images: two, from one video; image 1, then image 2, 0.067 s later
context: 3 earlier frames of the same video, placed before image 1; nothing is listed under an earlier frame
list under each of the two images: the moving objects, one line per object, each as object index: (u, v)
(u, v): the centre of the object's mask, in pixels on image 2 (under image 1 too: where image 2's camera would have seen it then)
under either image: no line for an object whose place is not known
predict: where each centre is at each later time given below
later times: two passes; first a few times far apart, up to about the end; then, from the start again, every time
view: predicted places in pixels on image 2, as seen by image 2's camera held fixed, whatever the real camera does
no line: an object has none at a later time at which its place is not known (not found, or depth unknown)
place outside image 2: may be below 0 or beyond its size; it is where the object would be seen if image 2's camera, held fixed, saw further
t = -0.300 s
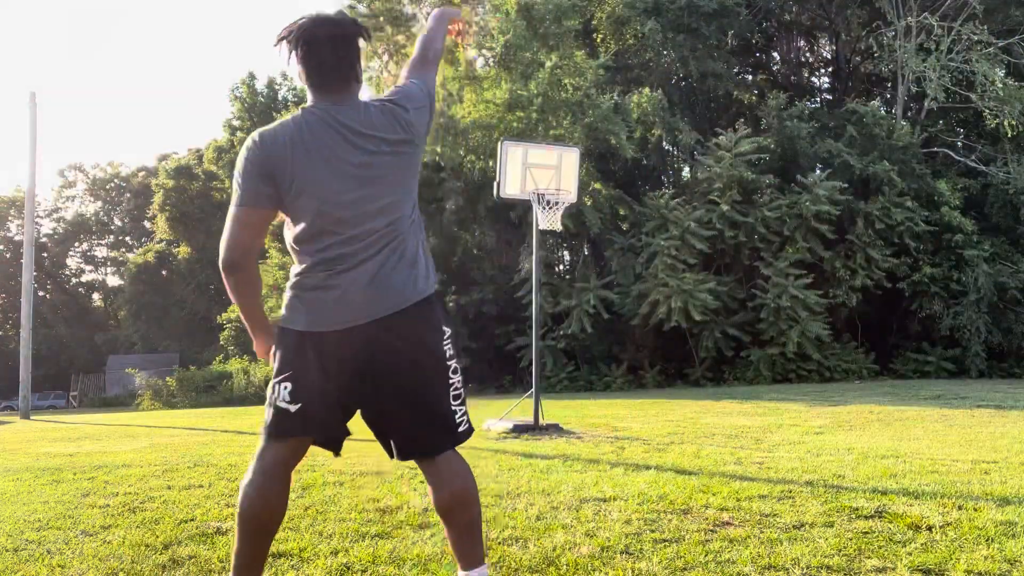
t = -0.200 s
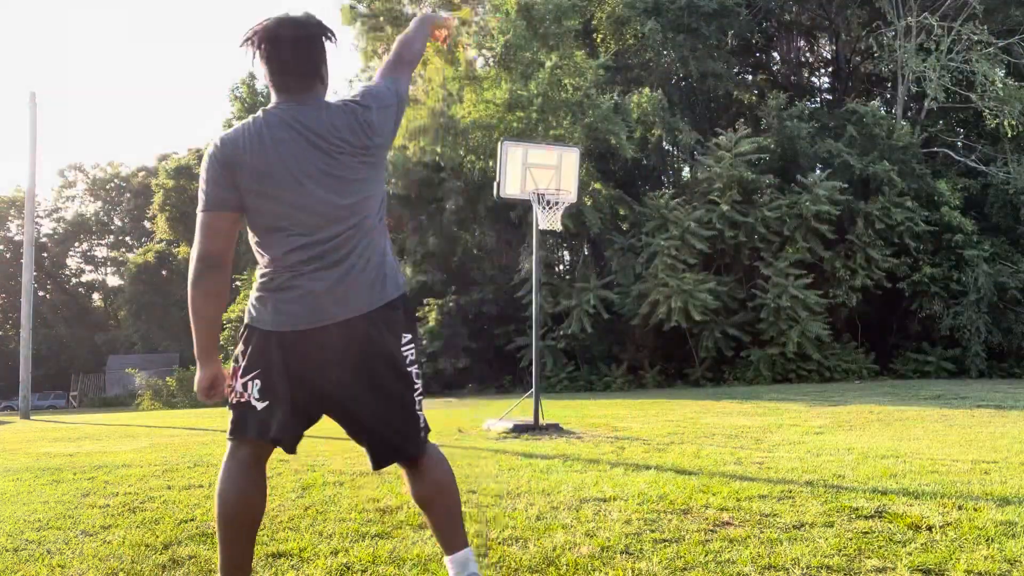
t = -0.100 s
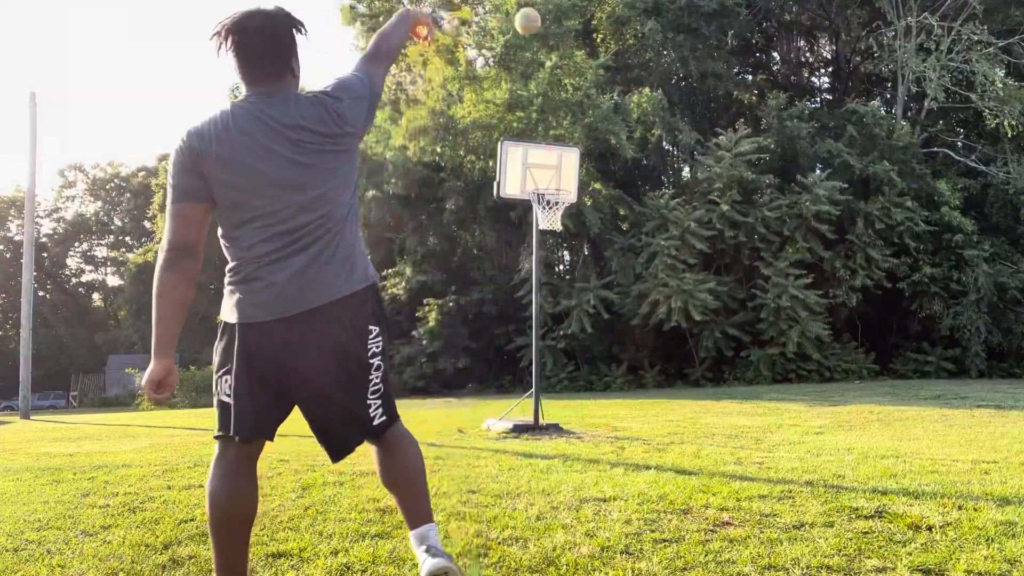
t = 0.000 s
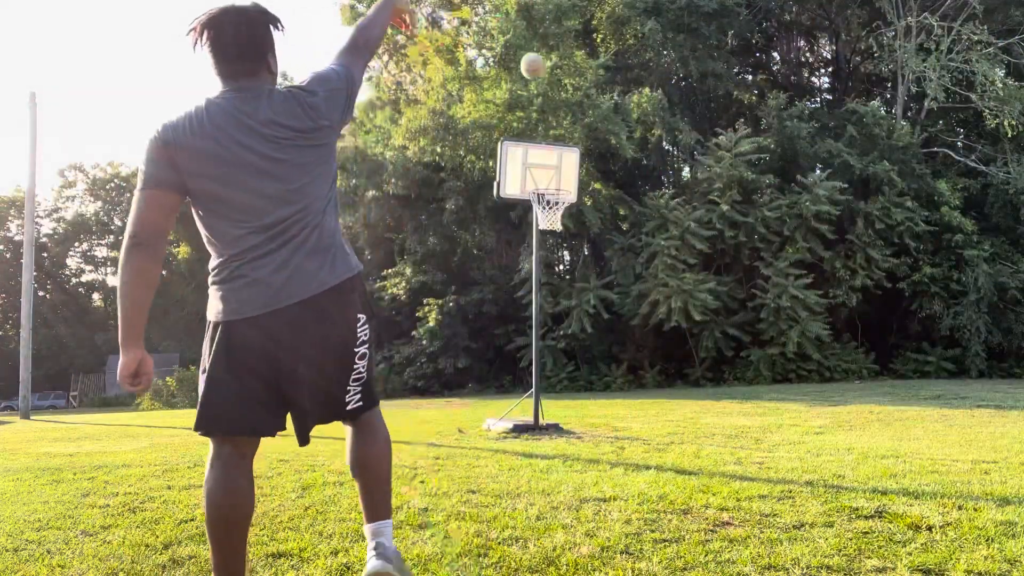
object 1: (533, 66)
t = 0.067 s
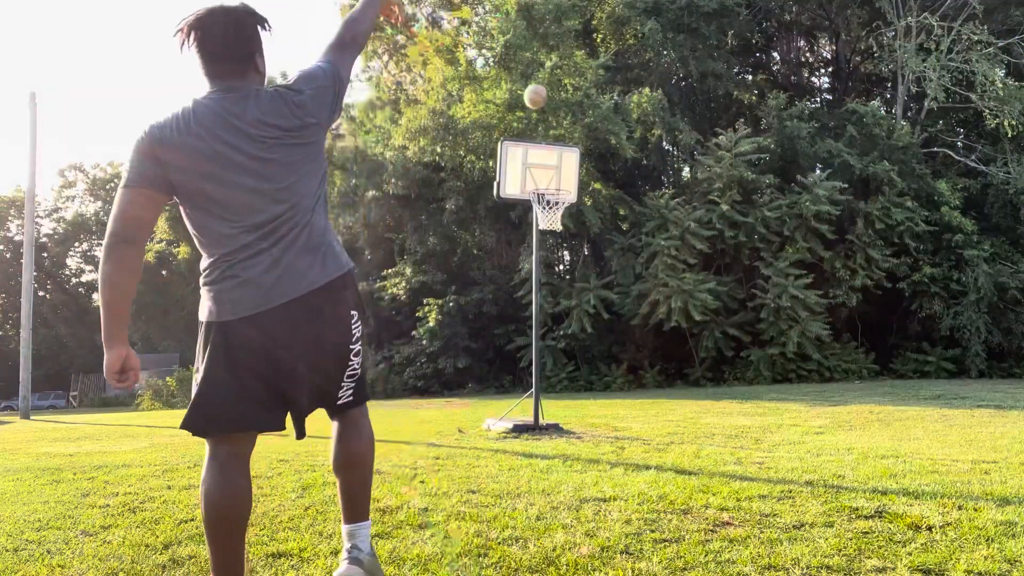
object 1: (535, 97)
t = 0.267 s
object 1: (545, 197)
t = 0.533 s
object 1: (558, 243)
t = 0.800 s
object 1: (574, 328)
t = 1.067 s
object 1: (589, 403)
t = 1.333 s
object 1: (604, 347)
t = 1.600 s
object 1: (623, 350)
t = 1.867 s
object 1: (648, 415)
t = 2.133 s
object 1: (670, 392)
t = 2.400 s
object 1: (696, 409)
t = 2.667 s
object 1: (724, 417)
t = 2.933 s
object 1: (756, 432)
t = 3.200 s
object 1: (788, 435)
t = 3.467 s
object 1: (815, 435)
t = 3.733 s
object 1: (836, 437)
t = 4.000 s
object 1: (844, 436)
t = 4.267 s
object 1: (843, 436)
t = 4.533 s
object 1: (841, 437)
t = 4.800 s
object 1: (839, 437)
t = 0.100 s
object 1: (537, 112)
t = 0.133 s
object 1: (539, 128)
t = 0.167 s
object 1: (540, 144)
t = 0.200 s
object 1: (543, 161)
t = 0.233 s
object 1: (544, 178)
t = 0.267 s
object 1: (545, 197)
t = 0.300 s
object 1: (549, 213)
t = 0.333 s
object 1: (548, 215)
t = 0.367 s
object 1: (549, 217)
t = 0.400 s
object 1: (551, 221)
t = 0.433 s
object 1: (553, 225)
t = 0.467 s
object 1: (555, 230)
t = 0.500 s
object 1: (556, 236)
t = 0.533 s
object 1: (558, 243)
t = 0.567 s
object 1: (560, 251)
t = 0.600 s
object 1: (562, 260)
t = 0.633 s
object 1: (563, 269)
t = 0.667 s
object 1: (565, 279)
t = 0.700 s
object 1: (567, 290)
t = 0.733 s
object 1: (569, 302)
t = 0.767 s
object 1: (572, 314)
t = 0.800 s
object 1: (574, 328)
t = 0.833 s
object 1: (576, 343)
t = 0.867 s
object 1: (578, 357)
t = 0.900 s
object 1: (580, 373)
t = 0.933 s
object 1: (582, 390)
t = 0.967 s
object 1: (584, 407)
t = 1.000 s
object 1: (587, 424)
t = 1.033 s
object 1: (588, 414)
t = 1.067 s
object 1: (589, 403)
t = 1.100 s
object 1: (591, 392)
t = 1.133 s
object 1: (593, 383)
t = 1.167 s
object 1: (594, 376)
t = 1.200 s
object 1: (596, 368)
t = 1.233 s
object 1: (598, 362)
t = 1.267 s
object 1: (600, 356)
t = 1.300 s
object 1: (602, 351)
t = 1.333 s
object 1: (604, 347)
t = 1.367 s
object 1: (606, 344)
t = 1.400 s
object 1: (609, 342)
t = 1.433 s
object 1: (611, 341)
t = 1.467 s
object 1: (613, 341)
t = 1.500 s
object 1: (616, 342)
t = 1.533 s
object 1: (618, 344)
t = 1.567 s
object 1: (621, 346)
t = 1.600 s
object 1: (623, 350)
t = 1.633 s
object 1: (626, 355)
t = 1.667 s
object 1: (629, 360)
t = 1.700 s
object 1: (632, 367)
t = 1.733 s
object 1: (635, 374)
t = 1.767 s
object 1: (638, 382)
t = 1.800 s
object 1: (641, 392)
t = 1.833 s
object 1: (644, 403)
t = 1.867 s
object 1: (648, 415)
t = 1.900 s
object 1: (651, 427)
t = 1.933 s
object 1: (654, 423)
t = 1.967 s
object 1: (656, 415)
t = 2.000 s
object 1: (659, 408)
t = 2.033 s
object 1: (661, 403)
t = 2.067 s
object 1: (664, 398)
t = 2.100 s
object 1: (667, 395)
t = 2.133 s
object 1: (670, 392)
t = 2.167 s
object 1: (672, 391)
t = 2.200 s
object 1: (676, 390)
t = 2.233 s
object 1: (679, 391)
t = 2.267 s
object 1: (682, 393)
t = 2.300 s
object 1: (686, 395)
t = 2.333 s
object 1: (689, 399)
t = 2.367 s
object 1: (692, 404)
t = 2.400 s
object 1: (696, 409)
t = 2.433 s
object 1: (700, 417)
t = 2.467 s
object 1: (704, 425)
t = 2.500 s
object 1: (707, 430)
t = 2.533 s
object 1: (711, 426)
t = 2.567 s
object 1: (714, 422)
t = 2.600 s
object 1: (717, 420)
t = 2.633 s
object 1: (721, 418)
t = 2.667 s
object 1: (724, 417)
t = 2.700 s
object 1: (728, 417)
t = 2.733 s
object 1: (731, 419)
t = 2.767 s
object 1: (736, 421)
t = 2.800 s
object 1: (739, 424)
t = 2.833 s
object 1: (744, 429)
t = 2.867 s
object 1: (748, 434)
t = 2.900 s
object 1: (752, 433)
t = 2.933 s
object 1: (756, 432)
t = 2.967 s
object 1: (759, 432)
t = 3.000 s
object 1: (764, 433)
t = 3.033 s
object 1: (769, 434)
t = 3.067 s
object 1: (773, 434)
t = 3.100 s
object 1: (777, 434)
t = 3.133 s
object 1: (781, 435)
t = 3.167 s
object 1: (785, 435)
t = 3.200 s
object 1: (788, 435)
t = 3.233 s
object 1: (791, 435)
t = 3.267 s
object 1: (794, 435)
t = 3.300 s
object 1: (798, 435)
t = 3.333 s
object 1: (802, 435)
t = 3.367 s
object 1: (806, 435)
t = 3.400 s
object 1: (808, 435)
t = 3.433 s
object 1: (812, 435)
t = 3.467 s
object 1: (815, 435)
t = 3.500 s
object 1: (816, 436)
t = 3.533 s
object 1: (819, 437)
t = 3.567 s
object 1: (822, 437)
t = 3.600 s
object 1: (825, 437)
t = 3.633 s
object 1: (828, 437)
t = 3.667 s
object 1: (831, 437)
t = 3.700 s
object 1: (833, 437)
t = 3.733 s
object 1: (836, 437)
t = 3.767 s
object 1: (838, 437)
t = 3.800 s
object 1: (839, 437)
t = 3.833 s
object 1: (840, 437)
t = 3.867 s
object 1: (842, 437)
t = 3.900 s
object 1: (843, 436)
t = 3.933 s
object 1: (843, 436)
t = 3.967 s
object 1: (844, 436)
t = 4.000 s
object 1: (844, 436)
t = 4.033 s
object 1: (844, 436)
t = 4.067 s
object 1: (844, 436)
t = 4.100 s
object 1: (844, 436)
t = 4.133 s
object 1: (844, 436)
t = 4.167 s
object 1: (844, 436)
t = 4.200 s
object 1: (844, 436)
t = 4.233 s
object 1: (843, 436)
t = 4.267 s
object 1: (843, 436)
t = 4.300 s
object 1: (842, 436)
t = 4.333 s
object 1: (842, 436)
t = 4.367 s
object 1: (842, 436)
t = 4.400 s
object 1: (841, 436)
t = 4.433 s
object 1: (841, 436)
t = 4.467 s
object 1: (841, 436)
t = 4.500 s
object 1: (841, 436)
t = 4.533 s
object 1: (841, 437)
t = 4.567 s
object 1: (841, 437)
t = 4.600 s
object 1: (841, 437)
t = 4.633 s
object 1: (840, 437)
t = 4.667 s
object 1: (840, 436)
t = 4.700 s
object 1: (840, 437)
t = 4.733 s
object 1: (839, 437)
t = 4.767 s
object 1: (839, 437)
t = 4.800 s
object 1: (839, 437)
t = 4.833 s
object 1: (839, 437)
